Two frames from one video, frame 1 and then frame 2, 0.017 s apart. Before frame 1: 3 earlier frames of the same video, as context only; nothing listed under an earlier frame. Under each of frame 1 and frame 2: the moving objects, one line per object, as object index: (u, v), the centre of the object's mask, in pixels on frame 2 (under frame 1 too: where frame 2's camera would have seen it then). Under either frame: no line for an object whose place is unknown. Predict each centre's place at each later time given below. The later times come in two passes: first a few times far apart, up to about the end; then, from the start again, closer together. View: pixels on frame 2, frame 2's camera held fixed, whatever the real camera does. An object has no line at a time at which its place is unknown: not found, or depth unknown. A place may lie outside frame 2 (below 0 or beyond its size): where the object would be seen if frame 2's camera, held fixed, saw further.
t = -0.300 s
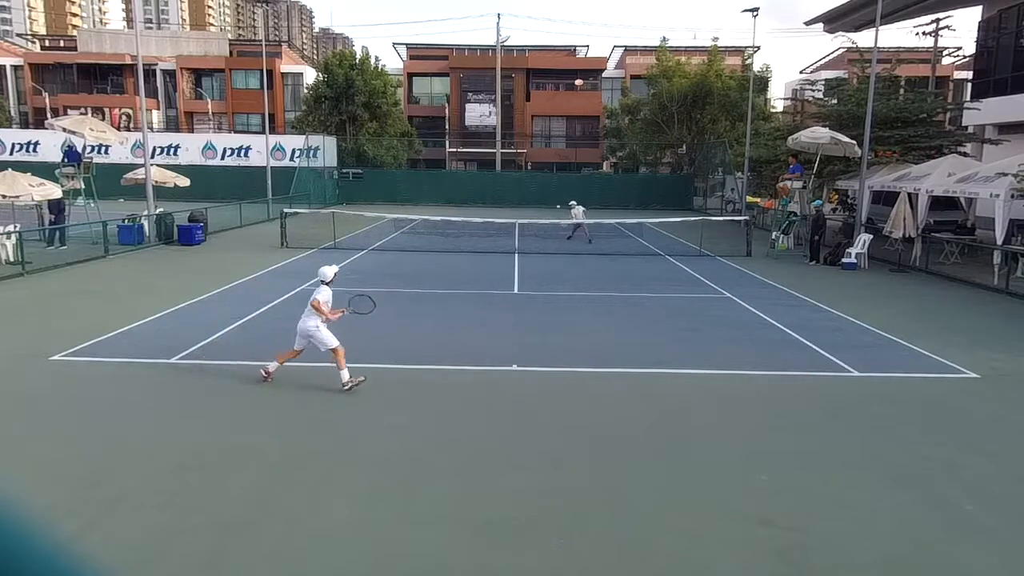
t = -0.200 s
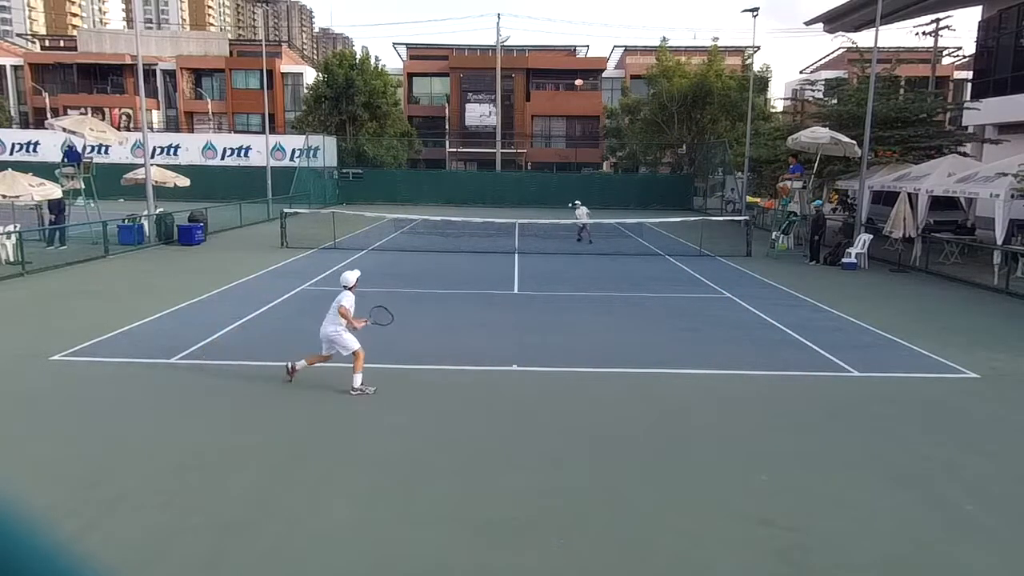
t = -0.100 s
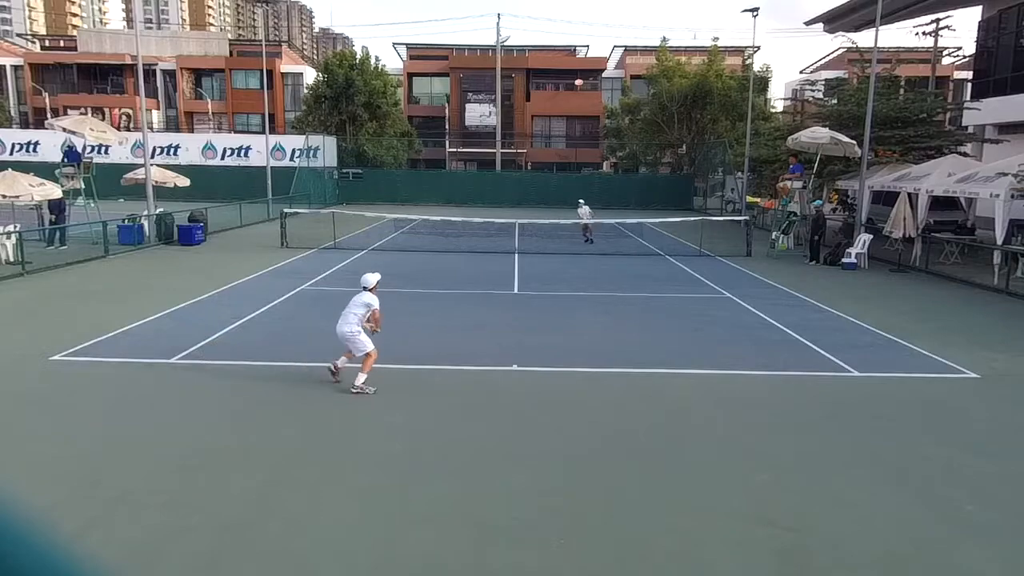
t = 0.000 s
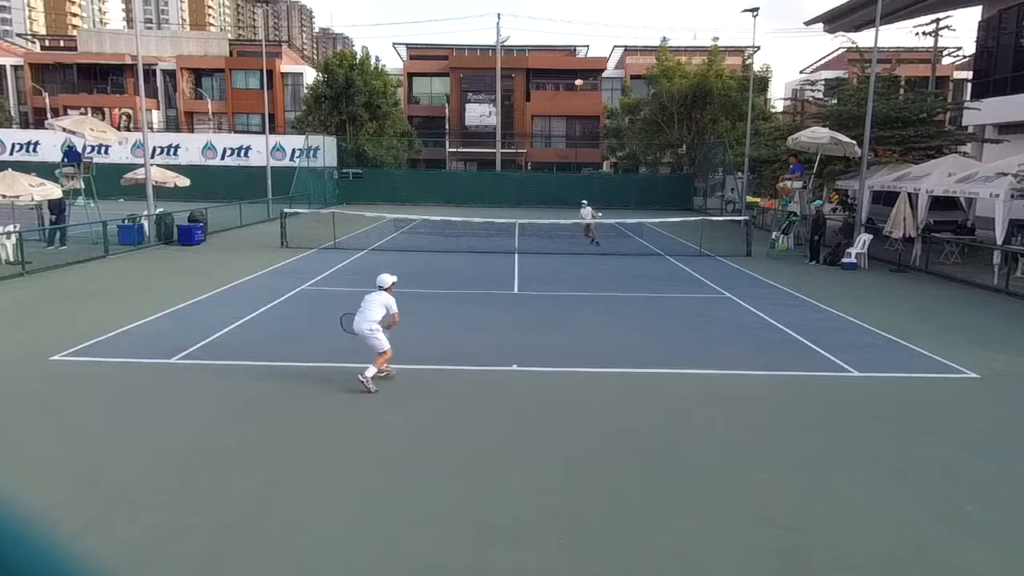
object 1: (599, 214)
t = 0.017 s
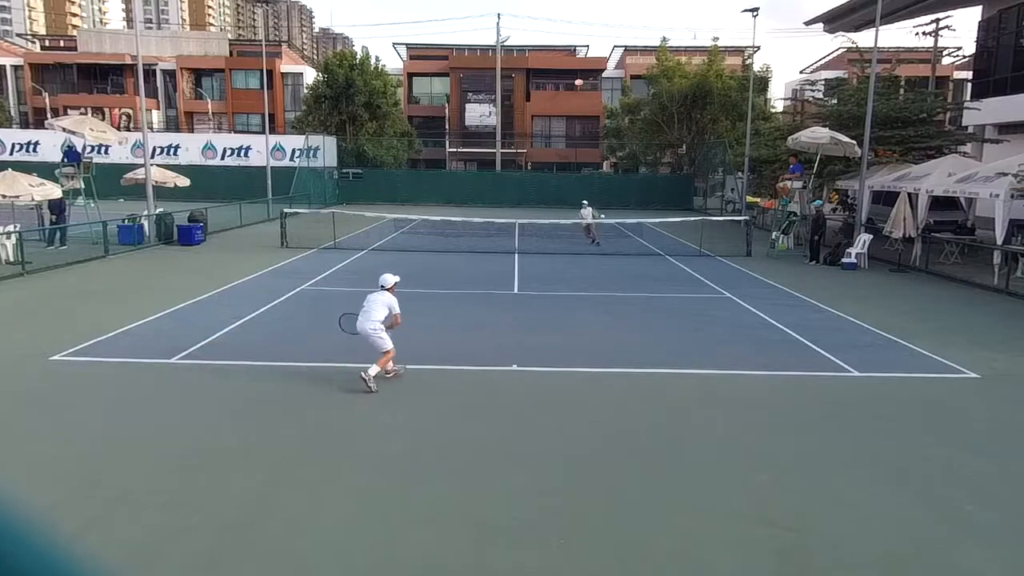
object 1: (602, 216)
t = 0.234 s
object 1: (647, 260)
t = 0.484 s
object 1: (720, 342)
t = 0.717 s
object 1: (795, 335)
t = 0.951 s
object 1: (913, 403)
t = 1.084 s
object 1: (1017, 507)
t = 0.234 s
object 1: (647, 260)
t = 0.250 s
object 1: (651, 265)
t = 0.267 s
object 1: (655, 271)
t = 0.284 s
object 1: (659, 277)
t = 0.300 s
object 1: (664, 283)
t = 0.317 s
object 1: (668, 291)
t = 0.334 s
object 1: (674, 297)
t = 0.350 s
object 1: (679, 305)
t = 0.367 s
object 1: (685, 313)
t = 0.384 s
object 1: (690, 322)
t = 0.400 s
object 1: (695, 330)
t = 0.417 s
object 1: (701, 340)
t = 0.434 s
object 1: (707, 348)
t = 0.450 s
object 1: (712, 346)
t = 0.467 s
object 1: (715, 344)
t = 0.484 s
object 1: (720, 342)
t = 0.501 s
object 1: (724, 339)
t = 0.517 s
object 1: (729, 338)
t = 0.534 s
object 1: (734, 336)
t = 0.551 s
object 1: (738, 335)
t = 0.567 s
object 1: (744, 334)
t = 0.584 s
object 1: (748, 333)
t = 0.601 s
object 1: (753, 332)
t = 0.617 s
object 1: (759, 331)
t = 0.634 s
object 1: (764, 331)
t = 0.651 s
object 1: (770, 331)
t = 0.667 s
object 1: (776, 331)
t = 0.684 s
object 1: (782, 333)
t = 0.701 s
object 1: (789, 334)
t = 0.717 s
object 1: (795, 335)
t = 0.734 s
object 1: (802, 336)
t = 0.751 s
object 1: (809, 339)
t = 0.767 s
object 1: (815, 341)
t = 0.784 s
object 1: (823, 344)
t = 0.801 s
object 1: (830, 348)
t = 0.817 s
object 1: (838, 352)
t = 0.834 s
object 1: (846, 356)
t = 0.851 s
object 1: (855, 361)
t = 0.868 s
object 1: (863, 366)
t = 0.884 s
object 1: (873, 371)
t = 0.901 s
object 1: (882, 378)
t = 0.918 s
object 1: (892, 386)
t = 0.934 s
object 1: (903, 394)
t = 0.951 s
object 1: (913, 403)
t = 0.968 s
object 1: (924, 412)
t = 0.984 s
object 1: (936, 423)
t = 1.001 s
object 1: (948, 434)
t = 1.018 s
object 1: (961, 446)
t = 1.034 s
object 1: (974, 460)
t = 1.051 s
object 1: (988, 474)
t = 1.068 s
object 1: (1002, 490)
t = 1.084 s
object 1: (1017, 507)
